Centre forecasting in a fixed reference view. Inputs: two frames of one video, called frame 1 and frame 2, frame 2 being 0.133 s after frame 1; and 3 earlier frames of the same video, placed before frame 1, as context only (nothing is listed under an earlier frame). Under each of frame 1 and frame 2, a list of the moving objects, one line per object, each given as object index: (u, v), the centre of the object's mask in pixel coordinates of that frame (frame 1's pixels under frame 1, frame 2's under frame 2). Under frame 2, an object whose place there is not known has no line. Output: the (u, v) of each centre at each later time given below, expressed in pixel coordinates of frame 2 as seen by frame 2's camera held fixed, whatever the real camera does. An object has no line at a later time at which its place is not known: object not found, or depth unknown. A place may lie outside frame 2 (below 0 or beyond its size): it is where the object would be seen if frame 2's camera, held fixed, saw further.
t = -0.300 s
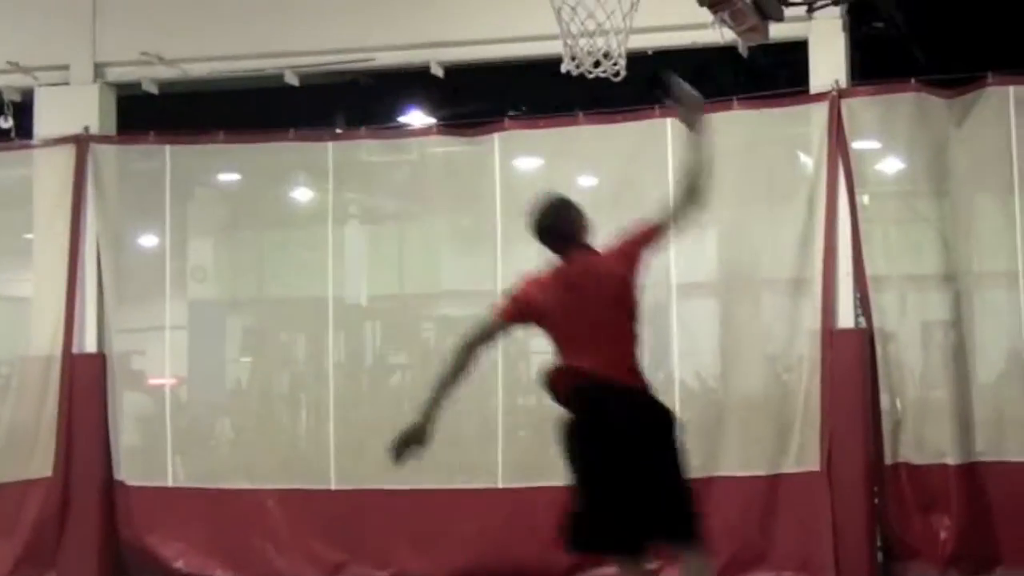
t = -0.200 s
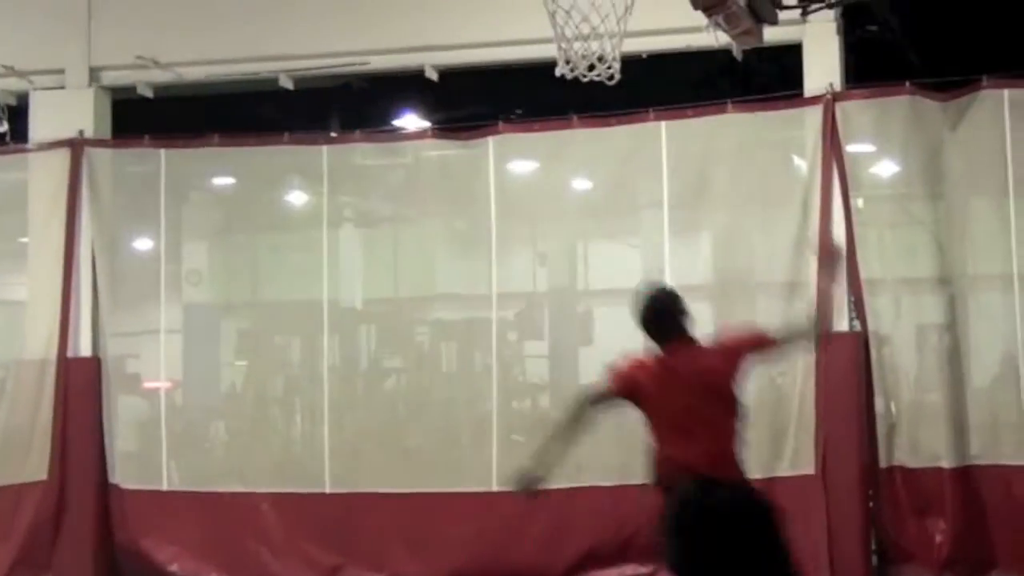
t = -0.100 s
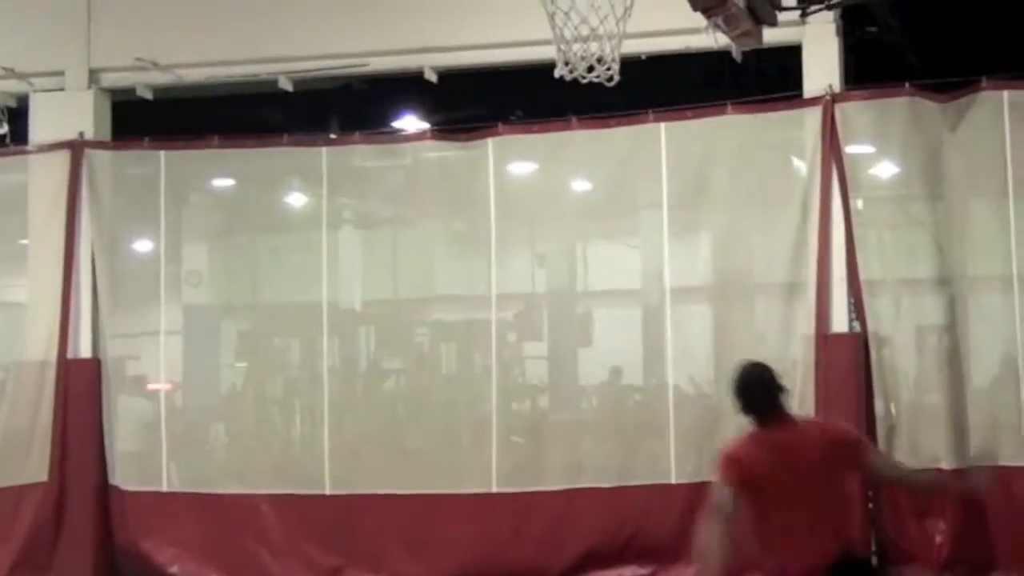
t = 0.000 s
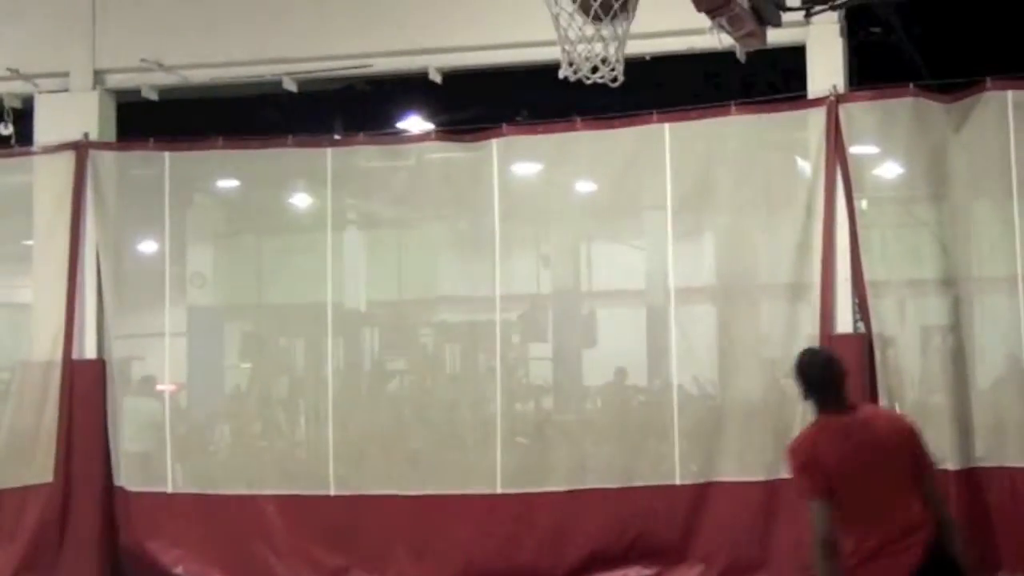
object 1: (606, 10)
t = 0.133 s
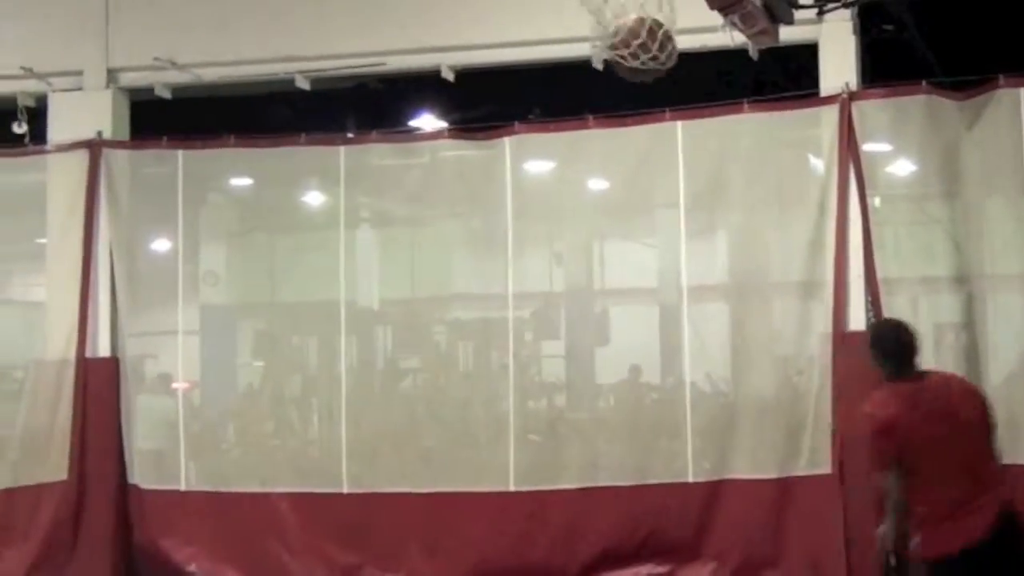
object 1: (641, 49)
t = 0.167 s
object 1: (639, 53)
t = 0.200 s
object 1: (632, 59)
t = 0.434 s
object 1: (612, 173)
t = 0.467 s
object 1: (610, 201)
